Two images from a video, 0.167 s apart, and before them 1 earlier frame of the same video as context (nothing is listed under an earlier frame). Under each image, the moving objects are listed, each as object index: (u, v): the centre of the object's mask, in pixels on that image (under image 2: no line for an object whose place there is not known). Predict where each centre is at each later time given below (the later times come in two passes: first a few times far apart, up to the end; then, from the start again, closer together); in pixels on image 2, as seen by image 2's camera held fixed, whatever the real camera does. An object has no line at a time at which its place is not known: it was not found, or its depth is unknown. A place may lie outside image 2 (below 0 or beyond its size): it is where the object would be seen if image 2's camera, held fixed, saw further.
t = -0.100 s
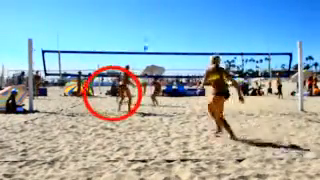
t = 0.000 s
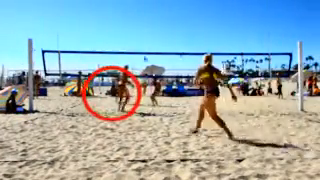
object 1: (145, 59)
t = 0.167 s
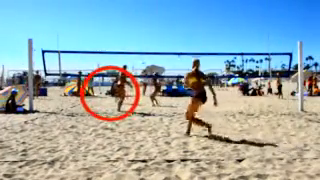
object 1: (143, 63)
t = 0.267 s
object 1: (141, 55)
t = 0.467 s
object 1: (137, 30)
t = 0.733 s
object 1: (130, 11)
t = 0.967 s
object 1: (124, 6)
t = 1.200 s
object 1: (118, 13)
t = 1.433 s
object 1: (111, 33)
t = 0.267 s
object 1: (141, 55)
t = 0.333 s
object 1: (140, 46)
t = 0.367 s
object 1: (139, 42)
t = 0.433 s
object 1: (137, 33)
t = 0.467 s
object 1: (137, 30)
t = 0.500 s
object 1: (136, 27)
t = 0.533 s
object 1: (135, 24)
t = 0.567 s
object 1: (134, 22)
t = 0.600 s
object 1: (133, 19)
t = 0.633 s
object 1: (132, 17)
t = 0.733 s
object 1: (130, 11)
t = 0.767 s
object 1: (129, 9)
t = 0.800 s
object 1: (128, 9)
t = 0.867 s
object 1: (127, 7)
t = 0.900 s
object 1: (126, 7)
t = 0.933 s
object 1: (125, 6)
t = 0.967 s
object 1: (124, 6)
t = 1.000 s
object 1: (123, 6)
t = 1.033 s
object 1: (122, 7)
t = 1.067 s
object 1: (121, 7)
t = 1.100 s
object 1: (121, 9)
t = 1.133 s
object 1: (119, 10)
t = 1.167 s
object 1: (119, 11)
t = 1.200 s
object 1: (118, 13)
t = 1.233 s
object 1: (117, 15)
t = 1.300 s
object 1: (115, 20)
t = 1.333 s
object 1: (114, 23)
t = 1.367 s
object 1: (113, 26)
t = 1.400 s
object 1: (112, 29)
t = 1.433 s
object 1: (111, 33)
